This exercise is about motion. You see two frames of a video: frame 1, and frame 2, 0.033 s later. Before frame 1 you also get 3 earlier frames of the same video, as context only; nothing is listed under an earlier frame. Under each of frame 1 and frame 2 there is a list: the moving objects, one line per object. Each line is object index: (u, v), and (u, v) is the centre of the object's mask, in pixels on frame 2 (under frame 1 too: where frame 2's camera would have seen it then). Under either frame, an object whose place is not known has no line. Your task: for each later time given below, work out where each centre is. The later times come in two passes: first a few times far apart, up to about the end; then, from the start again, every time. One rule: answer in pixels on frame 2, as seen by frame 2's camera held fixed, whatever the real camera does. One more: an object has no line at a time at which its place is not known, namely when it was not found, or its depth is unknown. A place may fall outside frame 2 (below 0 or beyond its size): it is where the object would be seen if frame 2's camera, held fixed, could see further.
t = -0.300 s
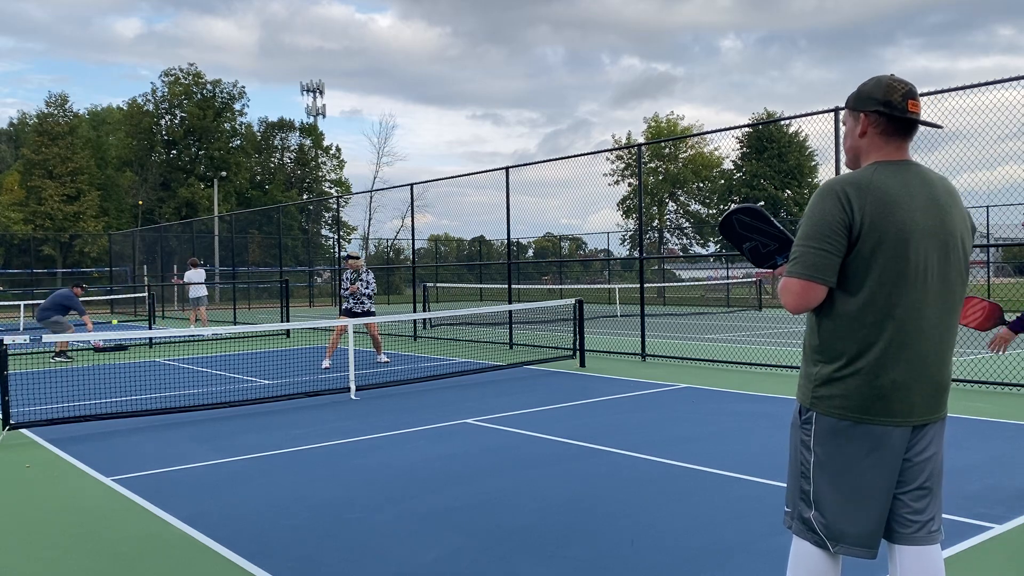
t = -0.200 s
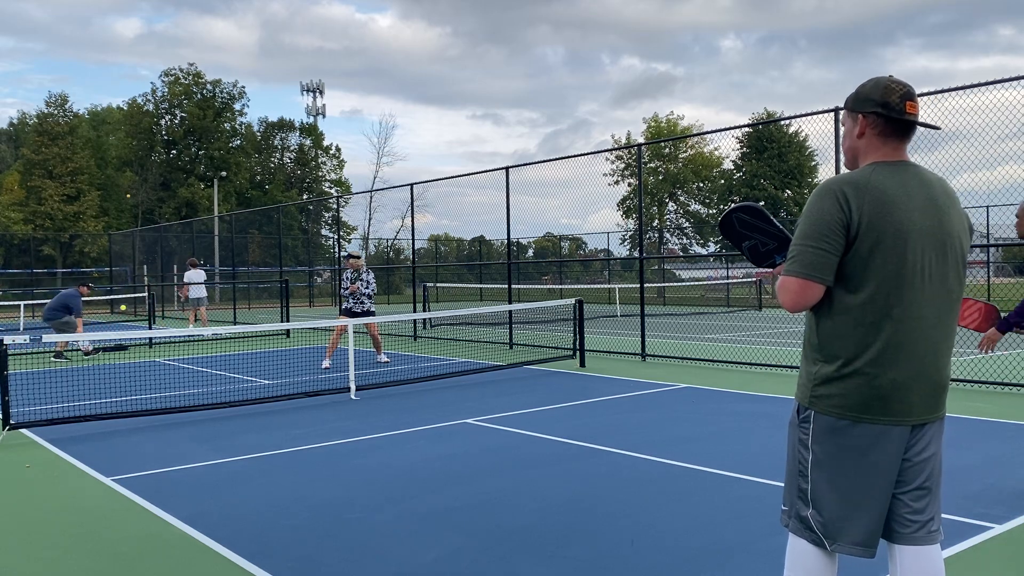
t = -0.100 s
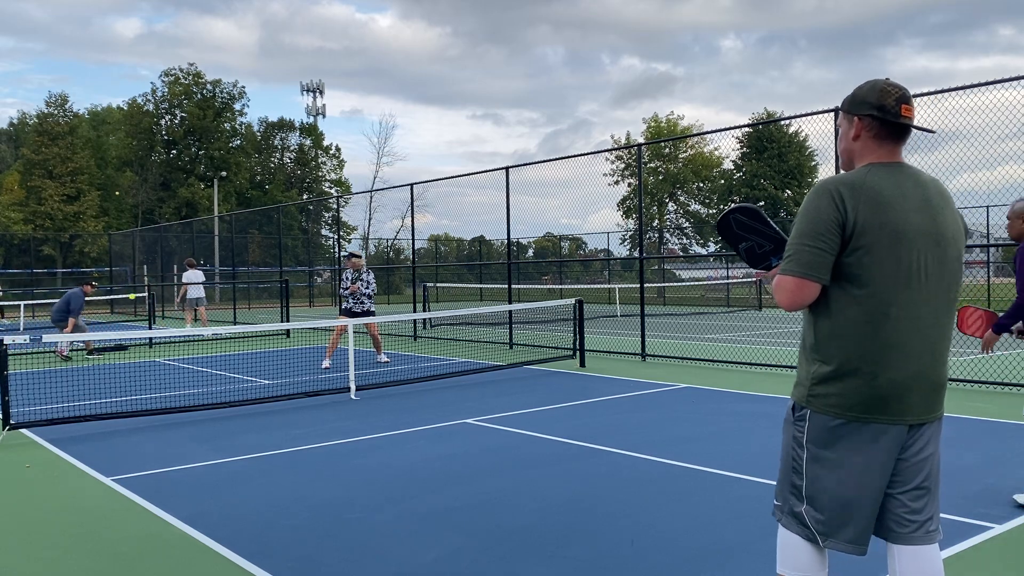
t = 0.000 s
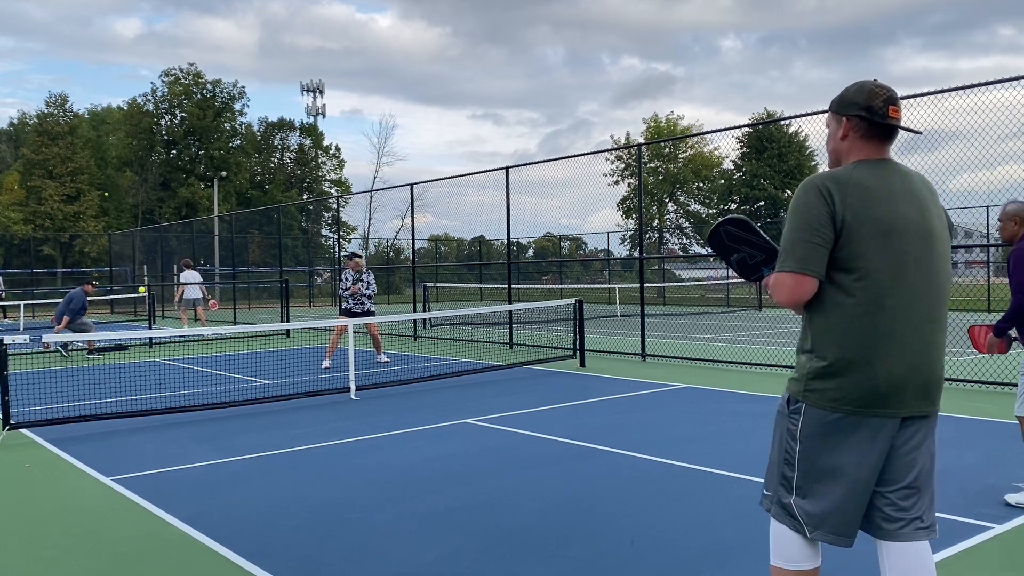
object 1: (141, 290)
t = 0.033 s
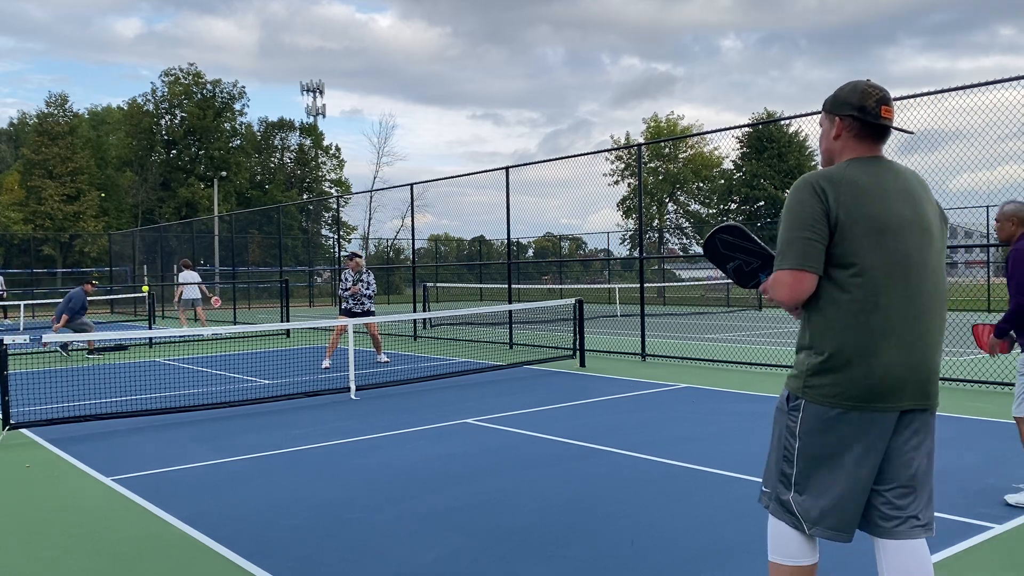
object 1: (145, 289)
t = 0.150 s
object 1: (158, 290)
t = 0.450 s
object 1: (201, 332)
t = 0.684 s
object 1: (246, 402)
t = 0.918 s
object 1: (295, 456)
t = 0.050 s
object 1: (147, 288)
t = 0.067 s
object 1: (149, 288)
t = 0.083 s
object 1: (150, 288)
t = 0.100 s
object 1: (152, 289)
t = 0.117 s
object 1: (154, 289)
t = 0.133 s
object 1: (156, 290)
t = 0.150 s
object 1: (158, 290)
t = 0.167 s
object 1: (160, 291)
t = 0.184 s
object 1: (162, 293)
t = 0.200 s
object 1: (164, 294)
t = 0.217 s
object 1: (166, 296)
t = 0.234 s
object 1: (169, 298)
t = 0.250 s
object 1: (171, 300)
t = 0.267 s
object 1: (173, 302)
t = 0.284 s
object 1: (175, 305)
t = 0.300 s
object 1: (178, 308)
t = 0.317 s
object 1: (181, 311)
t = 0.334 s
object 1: (183, 315)
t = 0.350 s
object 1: (186, 319)
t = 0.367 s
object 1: (188, 323)
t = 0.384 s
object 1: (191, 325)
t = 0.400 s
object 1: (194, 327)
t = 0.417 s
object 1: (196, 328)
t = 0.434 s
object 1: (199, 330)
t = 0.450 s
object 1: (201, 332)
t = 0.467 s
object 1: (204, 334)
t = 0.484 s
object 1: (207, 337)
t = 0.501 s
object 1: (209, 340)
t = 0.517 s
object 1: (212, 344)
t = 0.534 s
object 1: (215, 348)
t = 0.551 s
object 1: (218, 352)
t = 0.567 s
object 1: (222, 357)
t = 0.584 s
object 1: (225, 362)
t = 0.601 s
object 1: (228, 367)
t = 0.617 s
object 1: (231, 373)
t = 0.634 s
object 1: (235, 379)
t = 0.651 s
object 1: (239, 386)
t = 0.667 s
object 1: (242, 394)
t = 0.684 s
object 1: (246, 402)
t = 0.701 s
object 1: (250, 410)
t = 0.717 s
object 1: (254, 419)
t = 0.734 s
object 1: (259, 428)
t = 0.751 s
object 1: (263, 438)
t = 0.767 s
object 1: (268, 449)
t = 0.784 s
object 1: (272, 461)
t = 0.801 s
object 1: (277, 473)
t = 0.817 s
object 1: (281, 478)
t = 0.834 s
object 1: (283, 473)
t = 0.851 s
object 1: (286, 469)
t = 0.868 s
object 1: (288, 466)
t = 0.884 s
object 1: (290, 462)
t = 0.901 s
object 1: (293, 459)
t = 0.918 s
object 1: (295, 456)
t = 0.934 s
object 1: (298, 454)
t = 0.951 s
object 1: (300, 452)
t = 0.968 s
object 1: (303, 451)
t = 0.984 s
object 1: (306, 450)
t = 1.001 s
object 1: (308, 449)
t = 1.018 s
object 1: (311, 450)
